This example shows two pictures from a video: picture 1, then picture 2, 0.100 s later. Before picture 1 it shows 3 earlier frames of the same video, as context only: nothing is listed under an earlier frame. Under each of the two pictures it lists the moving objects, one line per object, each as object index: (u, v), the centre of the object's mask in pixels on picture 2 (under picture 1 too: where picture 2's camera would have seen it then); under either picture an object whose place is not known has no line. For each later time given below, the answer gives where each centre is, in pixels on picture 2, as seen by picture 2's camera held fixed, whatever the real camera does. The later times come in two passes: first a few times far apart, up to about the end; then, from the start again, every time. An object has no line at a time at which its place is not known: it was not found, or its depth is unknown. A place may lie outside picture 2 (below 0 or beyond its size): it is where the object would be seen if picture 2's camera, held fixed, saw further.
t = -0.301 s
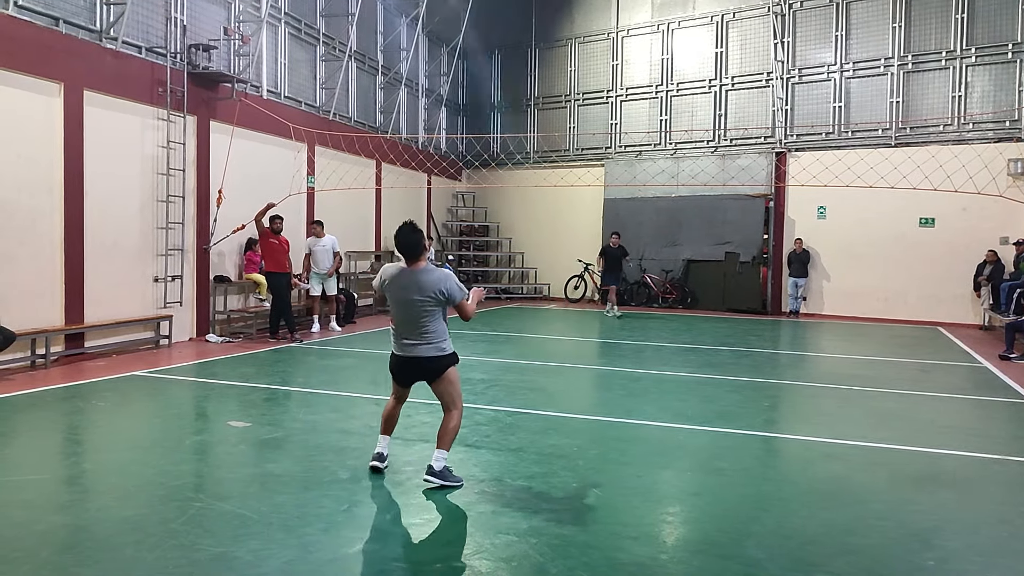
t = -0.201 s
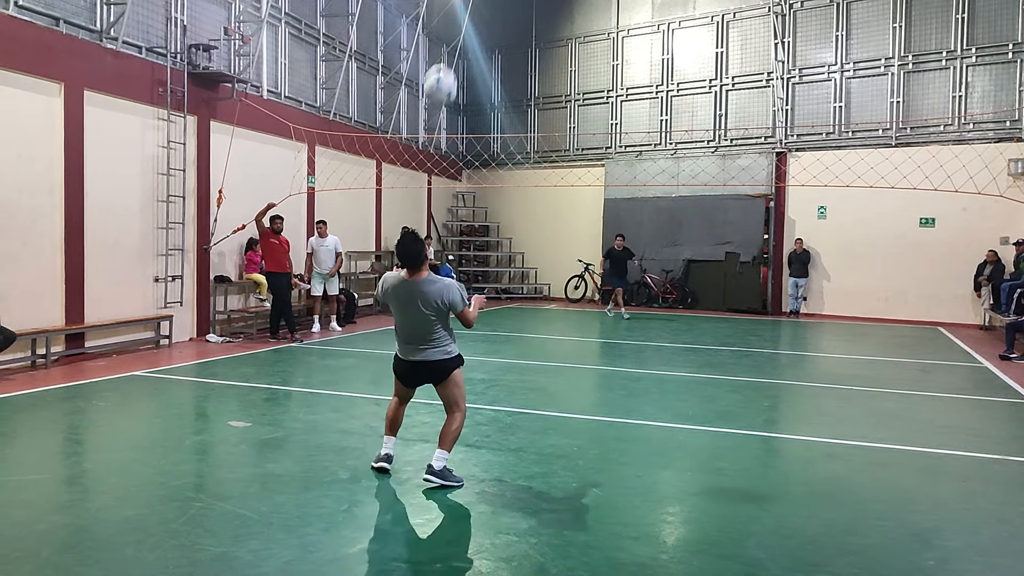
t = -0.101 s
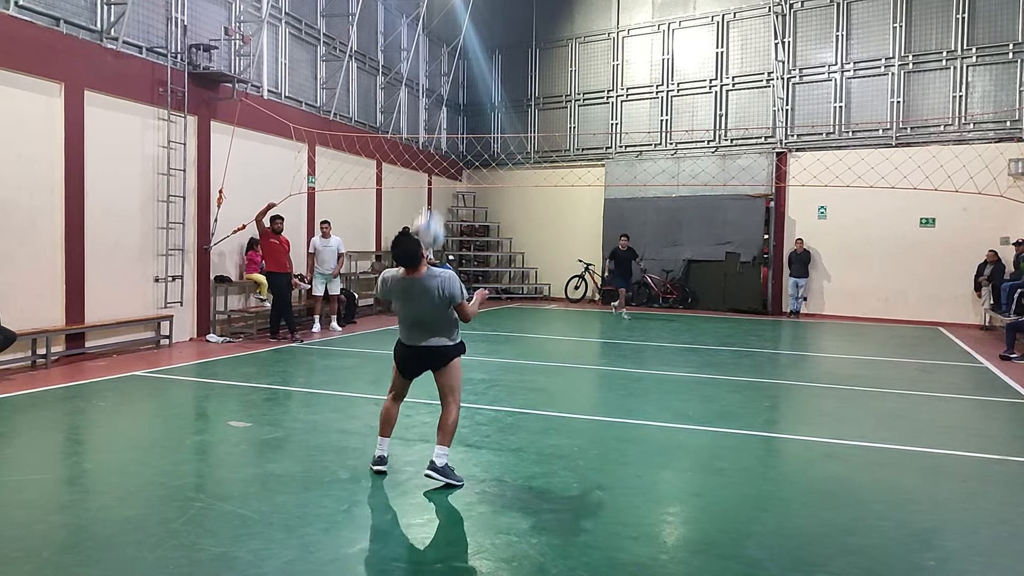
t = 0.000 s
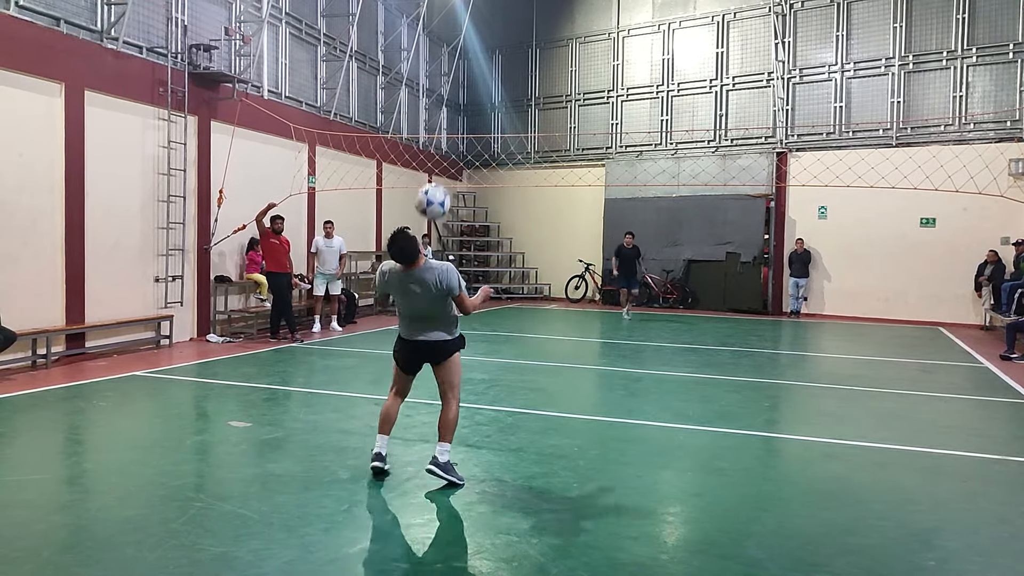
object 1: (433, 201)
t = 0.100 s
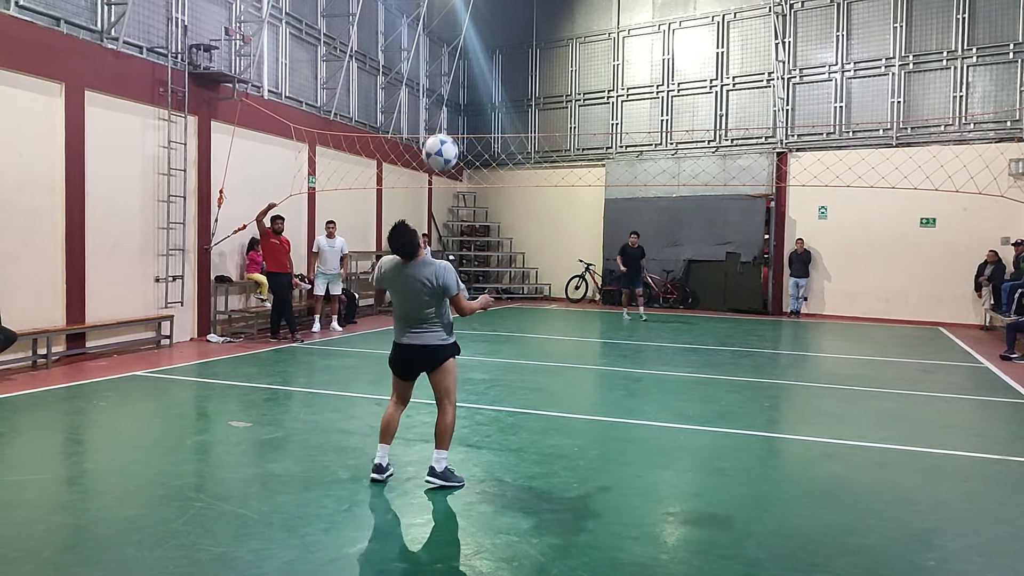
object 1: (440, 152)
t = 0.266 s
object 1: (452, 105)
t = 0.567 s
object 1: (472, 128)
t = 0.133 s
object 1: (443, 139)
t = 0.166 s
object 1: (445, 128)
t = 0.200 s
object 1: (448, 119)
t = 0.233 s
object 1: (450, 111)
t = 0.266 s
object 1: (452, 105)
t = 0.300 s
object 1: (455, 101)
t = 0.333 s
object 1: (457, 99)
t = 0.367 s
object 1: (459, 98)
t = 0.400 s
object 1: (461, 99)
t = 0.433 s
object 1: (464, 101)
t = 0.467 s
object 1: (466, 106)
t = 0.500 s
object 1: (468, 111)
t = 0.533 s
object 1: (470, 118)
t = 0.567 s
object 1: (472, 128)
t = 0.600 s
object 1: (475, 139)
